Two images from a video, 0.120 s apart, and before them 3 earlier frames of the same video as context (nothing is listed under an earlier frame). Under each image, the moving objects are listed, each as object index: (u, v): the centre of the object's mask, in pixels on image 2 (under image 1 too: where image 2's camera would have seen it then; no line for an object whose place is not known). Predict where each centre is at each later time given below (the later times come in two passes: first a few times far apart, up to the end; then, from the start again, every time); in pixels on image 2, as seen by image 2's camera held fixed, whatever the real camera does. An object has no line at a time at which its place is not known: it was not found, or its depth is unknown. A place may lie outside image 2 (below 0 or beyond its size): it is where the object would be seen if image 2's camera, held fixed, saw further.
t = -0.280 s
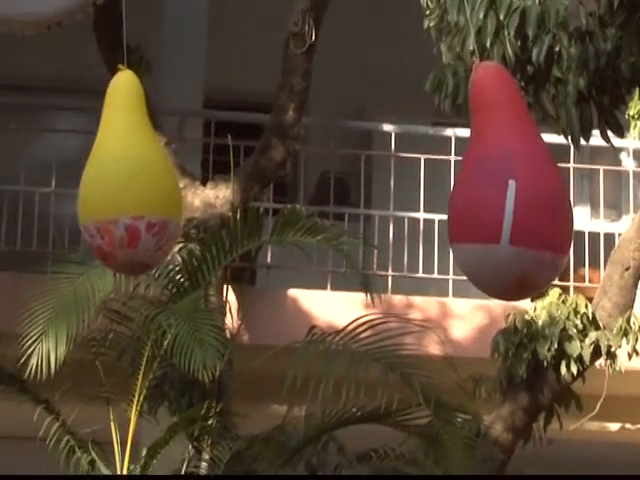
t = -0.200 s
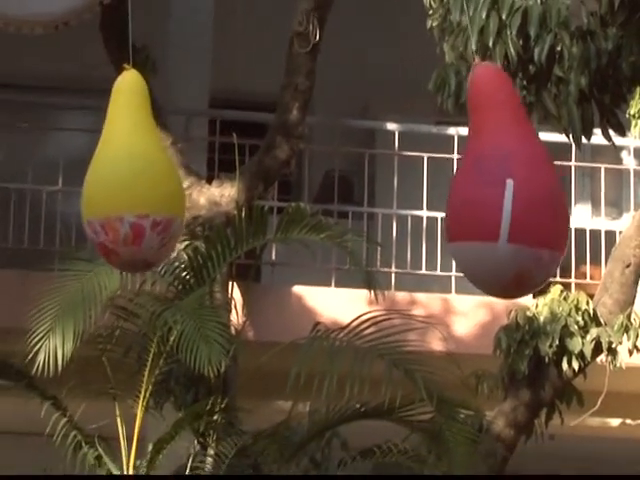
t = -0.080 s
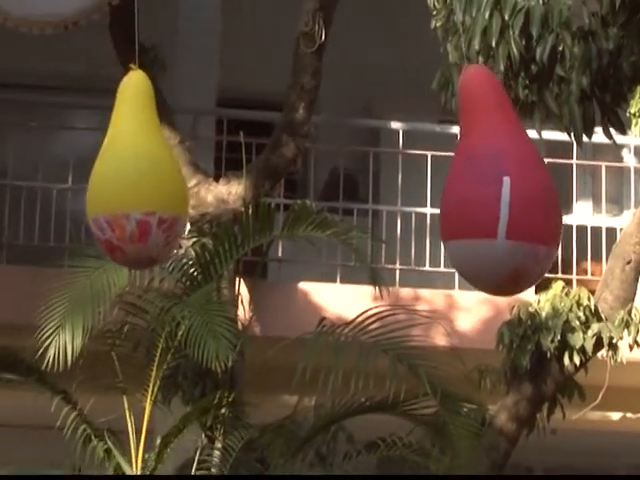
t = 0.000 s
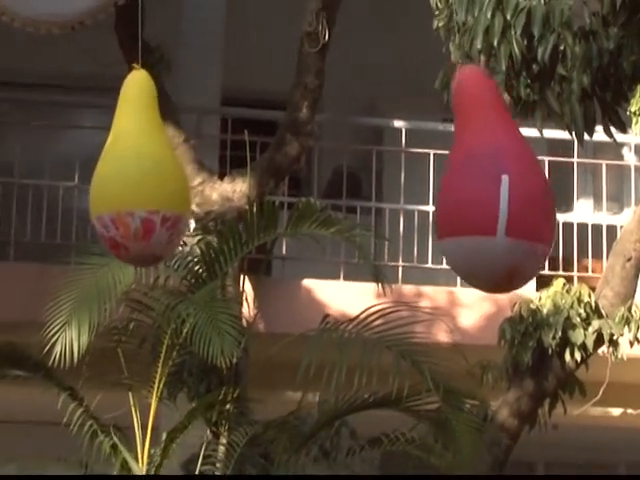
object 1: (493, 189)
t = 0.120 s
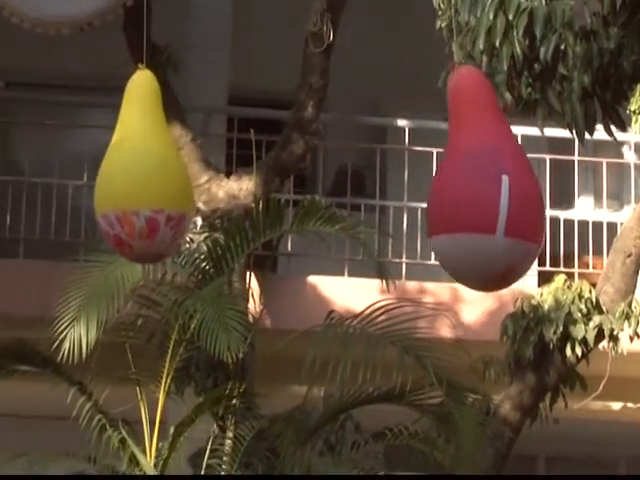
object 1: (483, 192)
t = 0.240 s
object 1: (474, 191)
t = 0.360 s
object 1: (464, 193)
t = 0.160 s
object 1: (481, 191)
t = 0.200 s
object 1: (477, 191)
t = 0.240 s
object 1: (474, 191)
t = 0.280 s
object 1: (471, 193)
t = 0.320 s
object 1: (468, 193)
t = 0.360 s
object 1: (464, 193)
